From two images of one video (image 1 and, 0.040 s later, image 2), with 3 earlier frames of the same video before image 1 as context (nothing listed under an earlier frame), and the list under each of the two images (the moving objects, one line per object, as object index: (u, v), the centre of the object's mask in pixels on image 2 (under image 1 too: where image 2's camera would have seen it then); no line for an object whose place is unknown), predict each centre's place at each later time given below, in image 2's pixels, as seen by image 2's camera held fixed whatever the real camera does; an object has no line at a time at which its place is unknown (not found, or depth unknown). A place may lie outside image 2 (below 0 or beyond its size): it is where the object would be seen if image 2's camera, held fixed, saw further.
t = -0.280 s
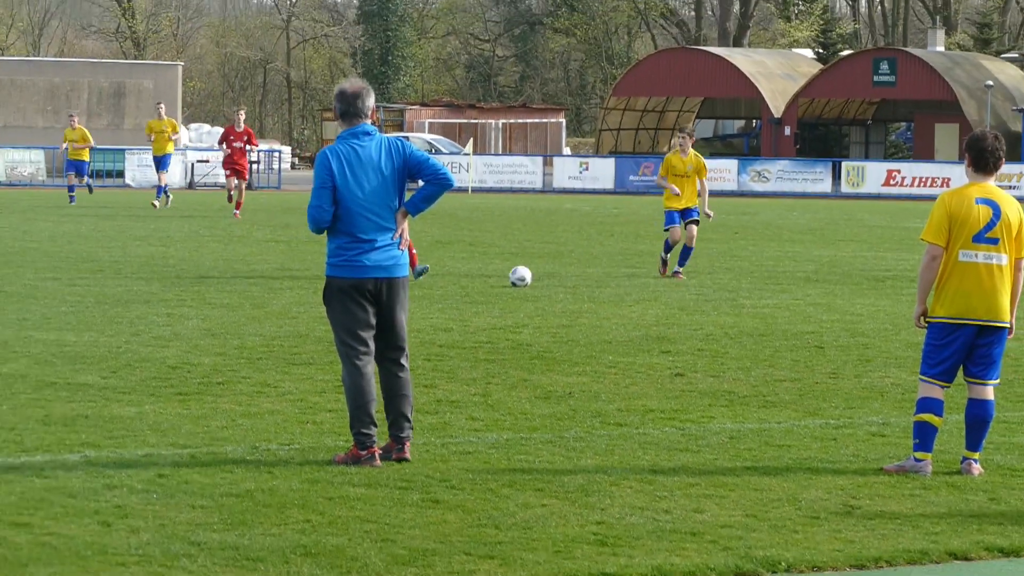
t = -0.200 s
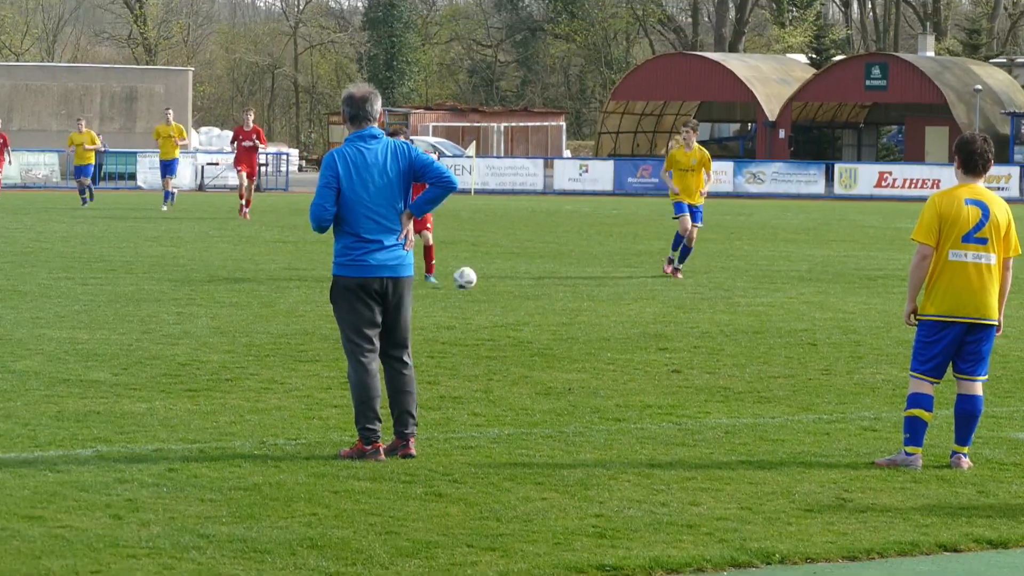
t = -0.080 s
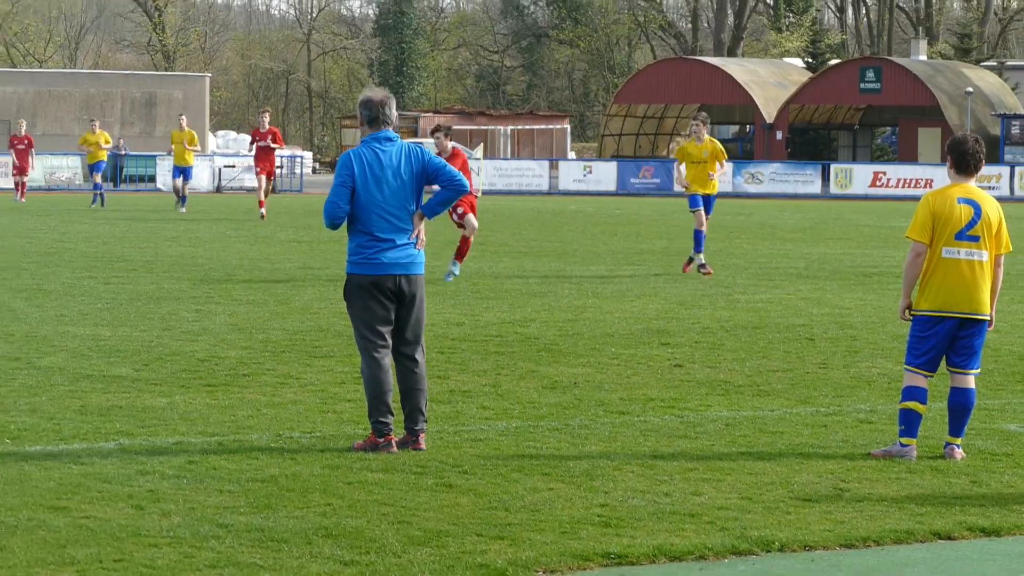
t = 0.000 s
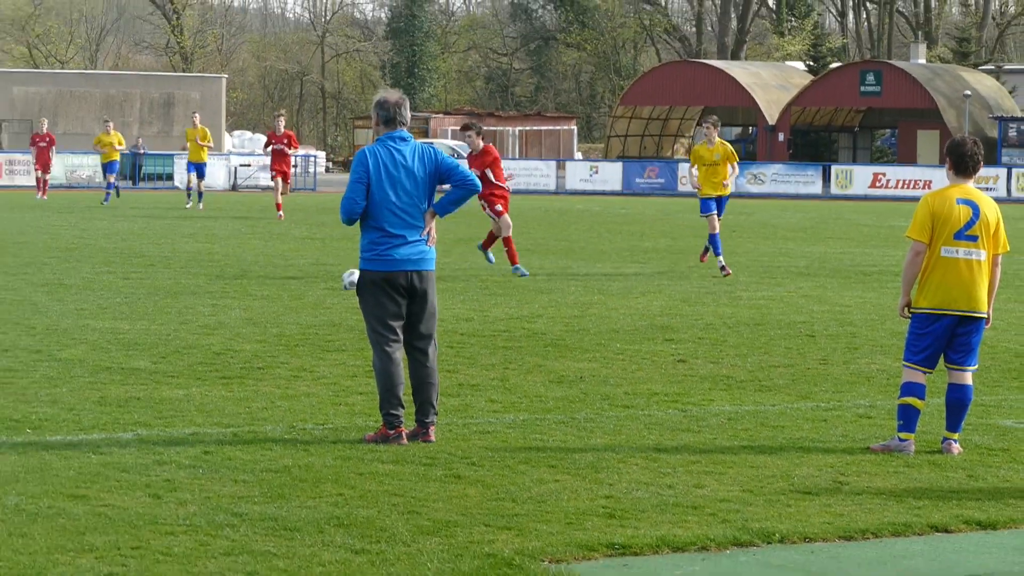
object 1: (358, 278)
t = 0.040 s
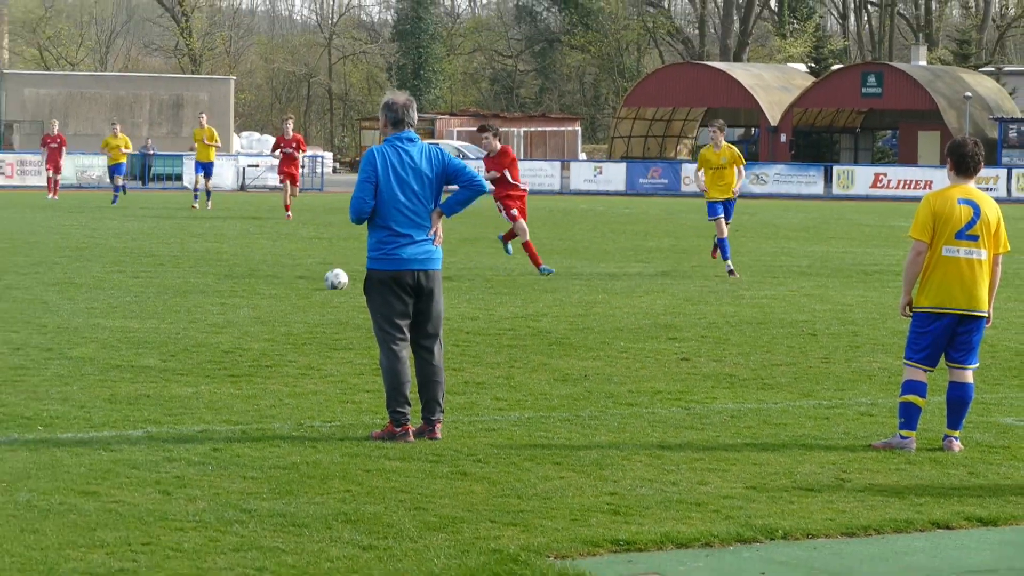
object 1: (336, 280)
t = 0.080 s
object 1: (312, 280)
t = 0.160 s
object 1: (267, 286)
